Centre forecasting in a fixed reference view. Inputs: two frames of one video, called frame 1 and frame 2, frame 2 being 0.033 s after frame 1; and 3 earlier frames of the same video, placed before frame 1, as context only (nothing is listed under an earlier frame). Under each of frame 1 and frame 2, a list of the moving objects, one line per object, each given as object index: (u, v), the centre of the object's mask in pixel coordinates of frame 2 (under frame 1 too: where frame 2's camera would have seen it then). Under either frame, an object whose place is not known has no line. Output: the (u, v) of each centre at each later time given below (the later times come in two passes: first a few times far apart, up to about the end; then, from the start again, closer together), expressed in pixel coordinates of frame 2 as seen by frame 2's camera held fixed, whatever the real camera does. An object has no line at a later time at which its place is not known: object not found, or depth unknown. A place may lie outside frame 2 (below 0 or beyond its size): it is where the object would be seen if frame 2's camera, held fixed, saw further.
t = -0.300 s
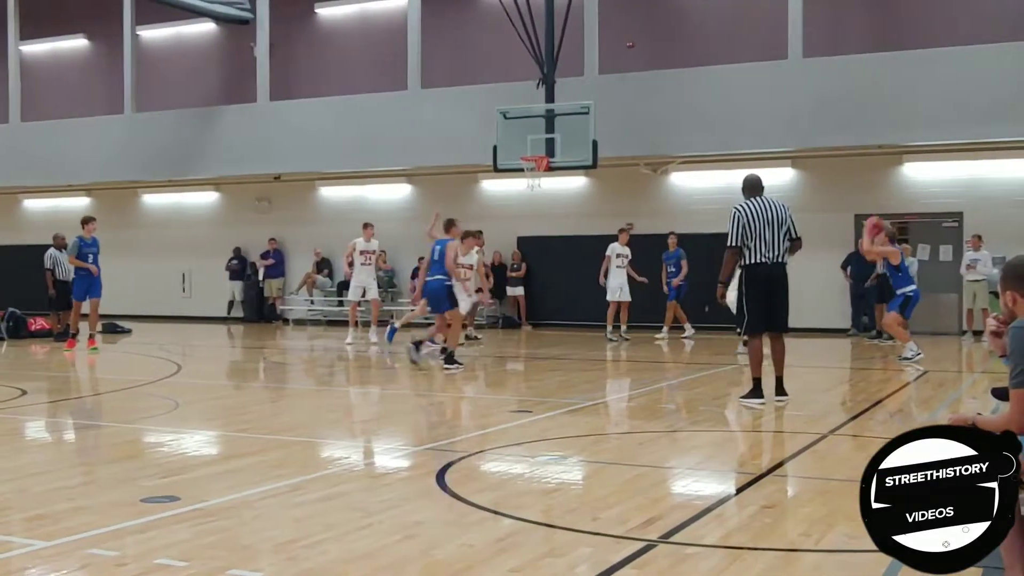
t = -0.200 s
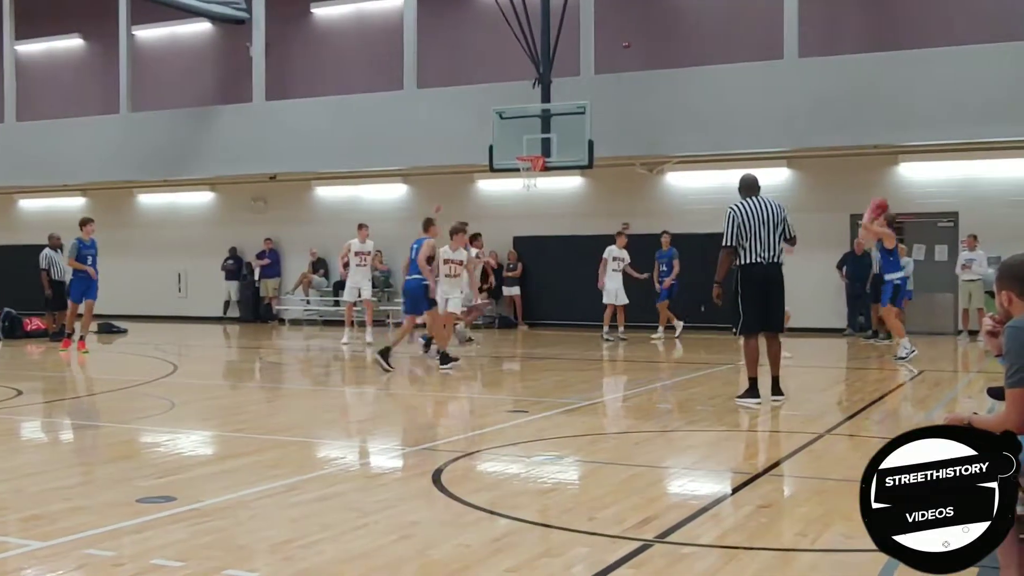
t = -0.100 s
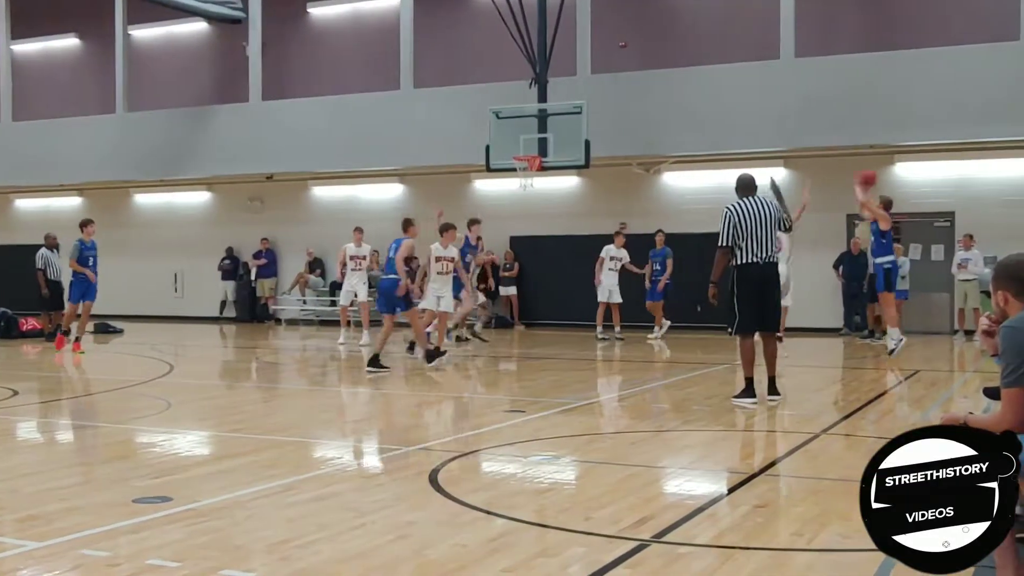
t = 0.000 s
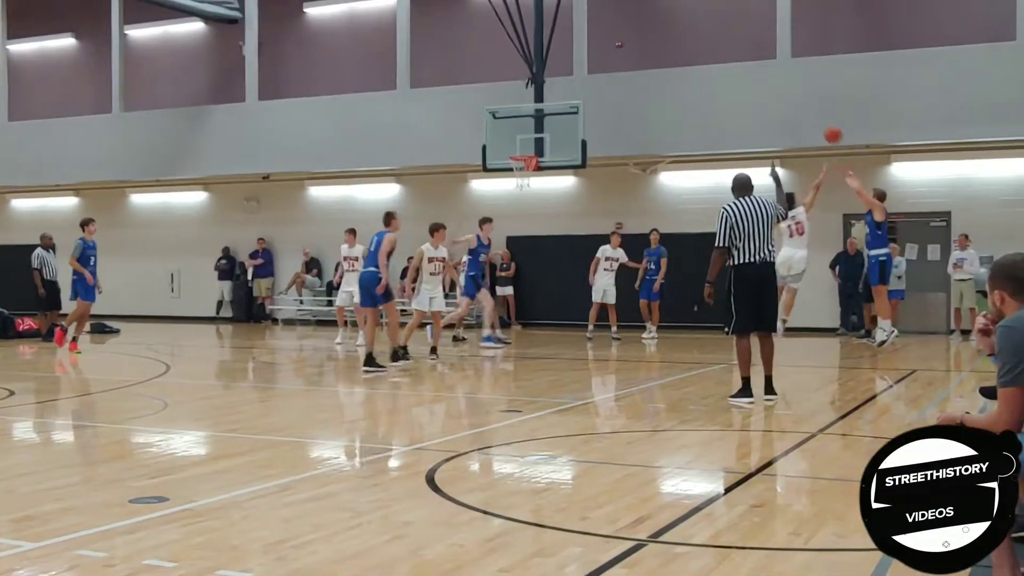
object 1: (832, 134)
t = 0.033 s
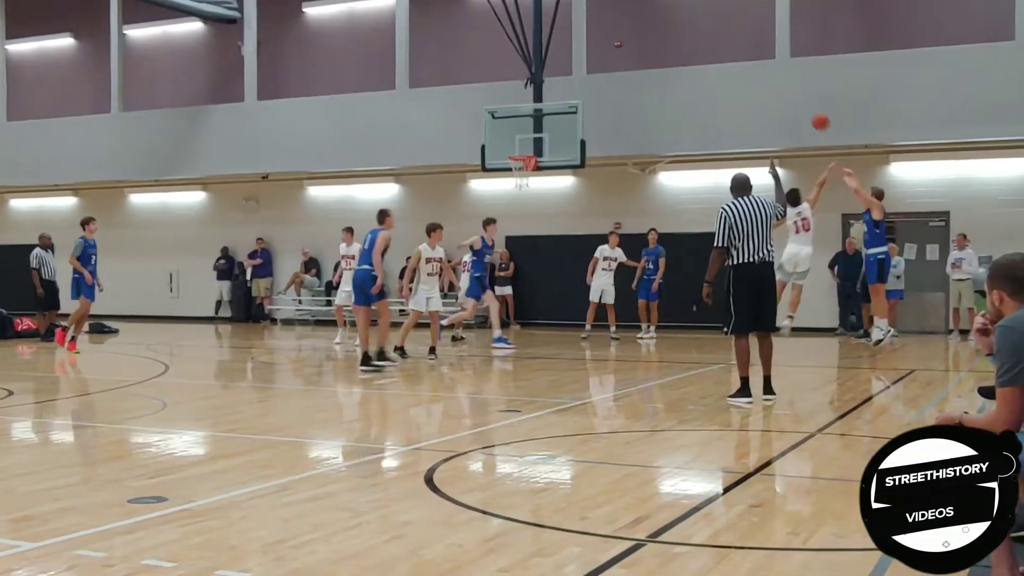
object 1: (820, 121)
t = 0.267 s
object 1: (745, 55)
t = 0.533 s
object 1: (667, 32)
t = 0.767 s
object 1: (607, 49)
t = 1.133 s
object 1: (522, 138)
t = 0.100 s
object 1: (798, 98)
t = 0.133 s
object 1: (786, 88)
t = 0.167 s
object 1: (775, 79)
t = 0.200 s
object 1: (766, 71)
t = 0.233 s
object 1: (755, 62)
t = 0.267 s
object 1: (745, 55)
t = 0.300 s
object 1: (735, 49)
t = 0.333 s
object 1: (725, 44)
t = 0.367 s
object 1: (714, 41)
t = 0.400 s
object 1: (705, 38)
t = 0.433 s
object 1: (696, 36)
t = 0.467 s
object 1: (683, 32)
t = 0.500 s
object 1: (676, 32)
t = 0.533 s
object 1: (667, 32)
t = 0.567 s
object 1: (658, 32)
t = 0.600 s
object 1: (649, 34)
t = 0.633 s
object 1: (641, 35)
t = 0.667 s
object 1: (633, 38)
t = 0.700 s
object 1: (624, 41)
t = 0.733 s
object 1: (615, 45)
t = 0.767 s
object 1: (607, 49)
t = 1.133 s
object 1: (522, 138)
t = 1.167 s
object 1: (517, 147)
